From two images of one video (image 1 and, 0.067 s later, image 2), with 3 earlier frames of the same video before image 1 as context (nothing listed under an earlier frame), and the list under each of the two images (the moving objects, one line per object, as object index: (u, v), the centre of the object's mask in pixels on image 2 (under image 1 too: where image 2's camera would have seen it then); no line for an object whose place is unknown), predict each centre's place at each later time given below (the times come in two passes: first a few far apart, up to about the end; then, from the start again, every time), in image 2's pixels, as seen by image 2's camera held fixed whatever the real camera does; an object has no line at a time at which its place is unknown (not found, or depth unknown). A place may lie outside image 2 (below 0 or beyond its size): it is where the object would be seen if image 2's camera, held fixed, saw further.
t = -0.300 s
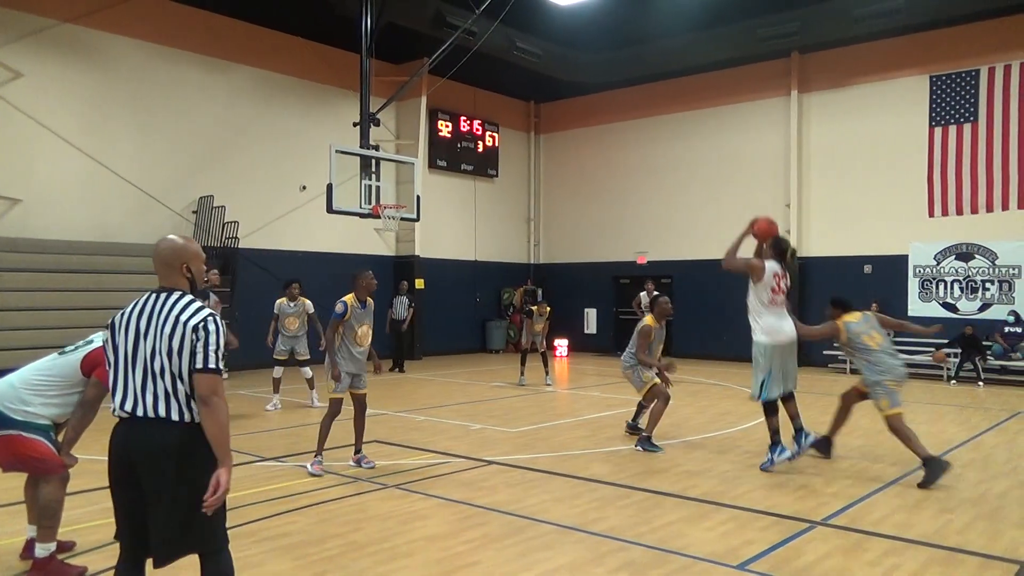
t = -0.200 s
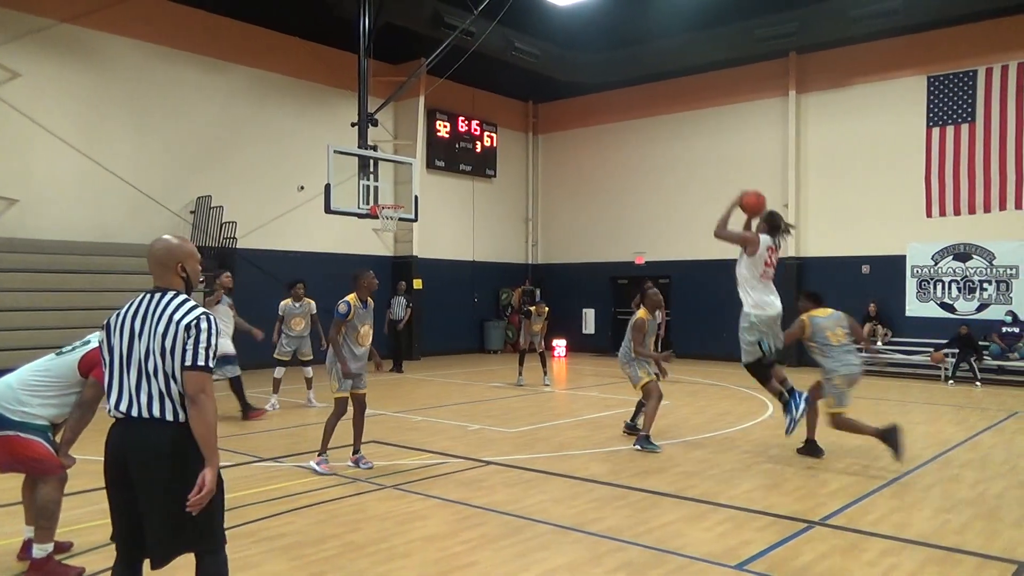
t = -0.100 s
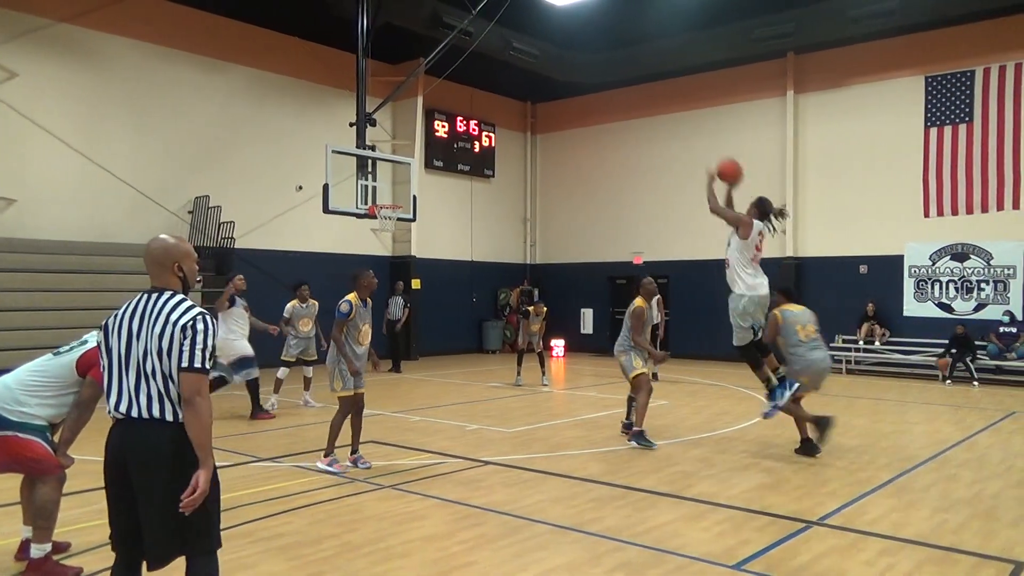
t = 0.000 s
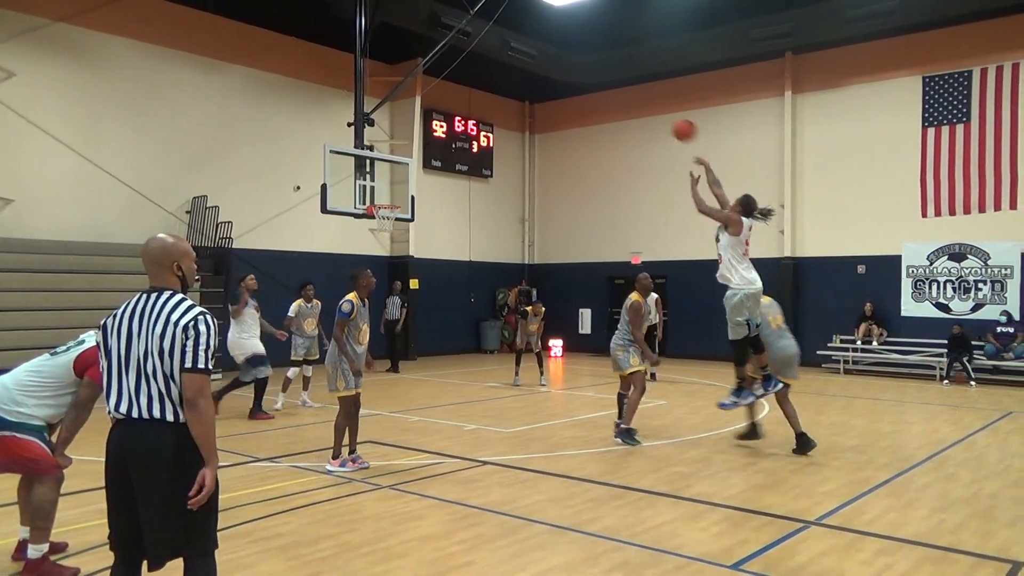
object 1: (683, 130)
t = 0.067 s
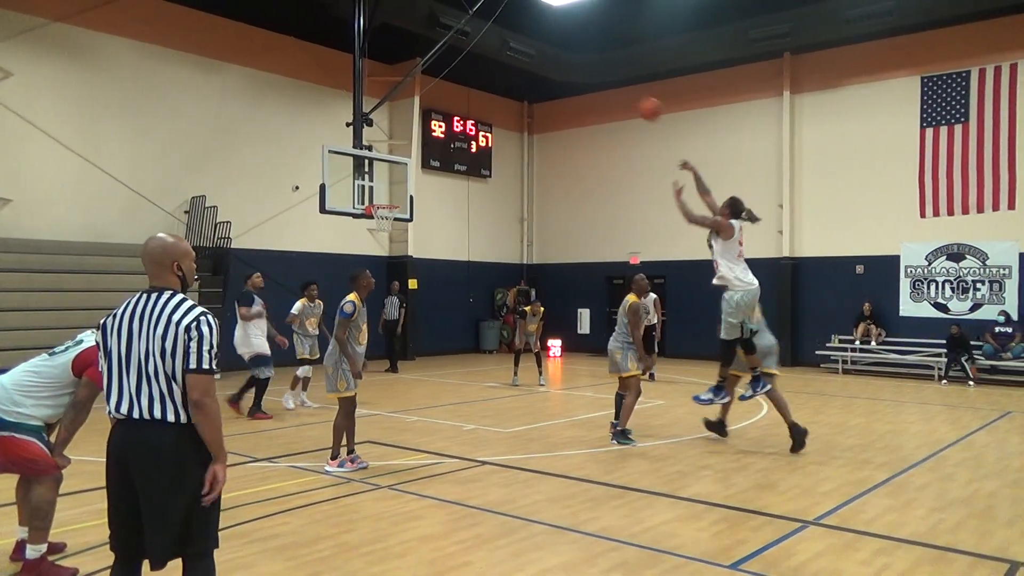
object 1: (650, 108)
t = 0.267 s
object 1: (569, 81)
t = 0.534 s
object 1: (483, 92)
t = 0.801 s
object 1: (418, 146)
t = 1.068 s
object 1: (394, 216)
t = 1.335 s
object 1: (380, 225)
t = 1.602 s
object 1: (381, 230)
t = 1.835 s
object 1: (387, 237)
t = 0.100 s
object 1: (635, 100)
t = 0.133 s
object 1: (620, 93)
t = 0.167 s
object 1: (606, 88)
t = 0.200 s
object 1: (593, 85)
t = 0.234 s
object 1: (580, 83)
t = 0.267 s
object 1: (569, 81)
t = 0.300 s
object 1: (556, 80)
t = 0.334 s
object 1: (545, 79)
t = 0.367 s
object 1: (533, 79)
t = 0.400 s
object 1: (523, 81)
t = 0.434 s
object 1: (512, 83)
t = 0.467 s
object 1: (502, 86)
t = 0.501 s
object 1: (493, 88)
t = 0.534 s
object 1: (483, 92)
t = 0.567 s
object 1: (474, 96)
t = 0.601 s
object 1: (465, 102)
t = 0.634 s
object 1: (457, 109)
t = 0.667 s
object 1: (449, 113)
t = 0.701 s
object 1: (441, 121)
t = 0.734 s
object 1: (430, 130)
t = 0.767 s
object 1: (425, 138)
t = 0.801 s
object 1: (418, 146)
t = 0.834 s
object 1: (411, 155)
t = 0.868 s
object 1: (404, 164)
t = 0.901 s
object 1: (396, 174)
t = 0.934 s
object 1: (390, 184)
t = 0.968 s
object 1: (384, 194)
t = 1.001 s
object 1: (376, 203)
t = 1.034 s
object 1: (388, 213)
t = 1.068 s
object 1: (394, 216)
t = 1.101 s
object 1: (396, 216)
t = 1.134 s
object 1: (397, 216)
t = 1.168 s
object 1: (395, 217)
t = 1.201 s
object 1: (393, 218)
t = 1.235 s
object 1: (389, 219)
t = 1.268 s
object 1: (386, 220)
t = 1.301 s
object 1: (383, 223)
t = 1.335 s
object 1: (380, 225)
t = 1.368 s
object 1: (379, 225)
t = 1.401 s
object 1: (378, 226)
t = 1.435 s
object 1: (377, 226)
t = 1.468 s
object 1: (377, 227)
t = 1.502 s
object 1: (378, 227)
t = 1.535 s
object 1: (379, 228)
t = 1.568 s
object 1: (380, 229)
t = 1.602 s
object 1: (381, 230)
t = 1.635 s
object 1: (383, 230)
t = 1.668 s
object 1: (383, 231)
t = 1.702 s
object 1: (385, 232)
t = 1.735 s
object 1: (385, 233)
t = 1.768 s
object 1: (386, 234)
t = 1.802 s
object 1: (386, 235)
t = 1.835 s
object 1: (387, 237)
